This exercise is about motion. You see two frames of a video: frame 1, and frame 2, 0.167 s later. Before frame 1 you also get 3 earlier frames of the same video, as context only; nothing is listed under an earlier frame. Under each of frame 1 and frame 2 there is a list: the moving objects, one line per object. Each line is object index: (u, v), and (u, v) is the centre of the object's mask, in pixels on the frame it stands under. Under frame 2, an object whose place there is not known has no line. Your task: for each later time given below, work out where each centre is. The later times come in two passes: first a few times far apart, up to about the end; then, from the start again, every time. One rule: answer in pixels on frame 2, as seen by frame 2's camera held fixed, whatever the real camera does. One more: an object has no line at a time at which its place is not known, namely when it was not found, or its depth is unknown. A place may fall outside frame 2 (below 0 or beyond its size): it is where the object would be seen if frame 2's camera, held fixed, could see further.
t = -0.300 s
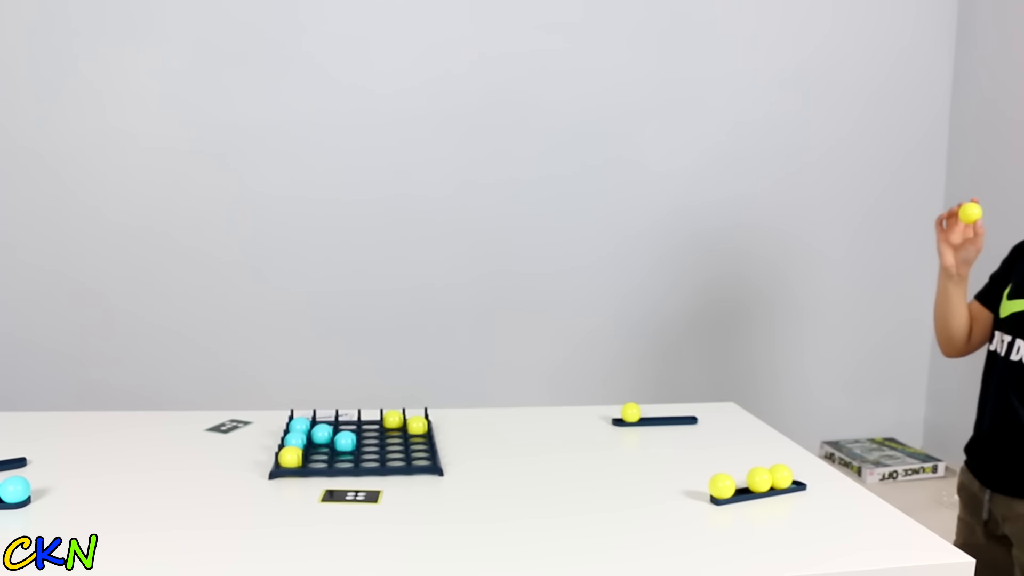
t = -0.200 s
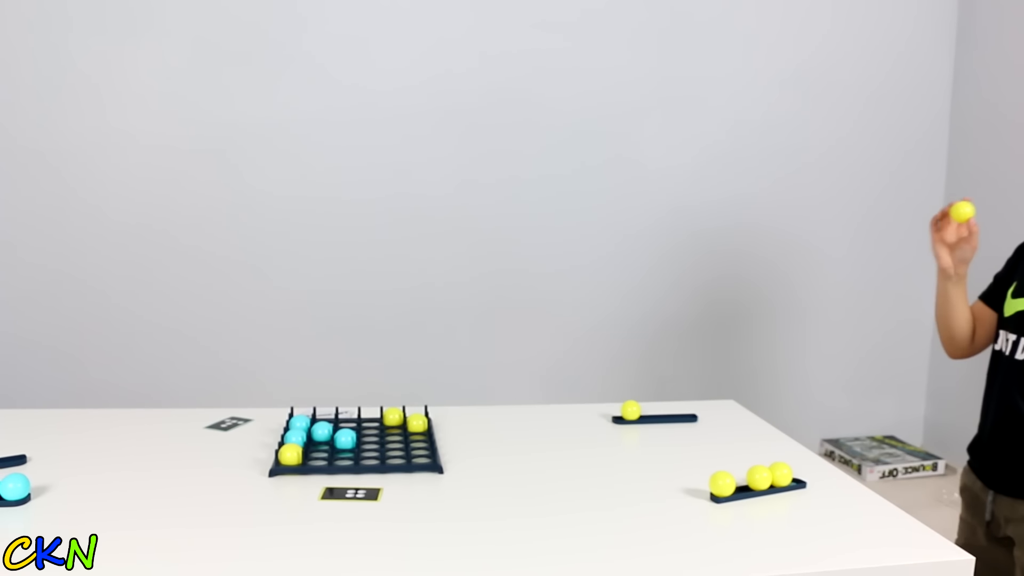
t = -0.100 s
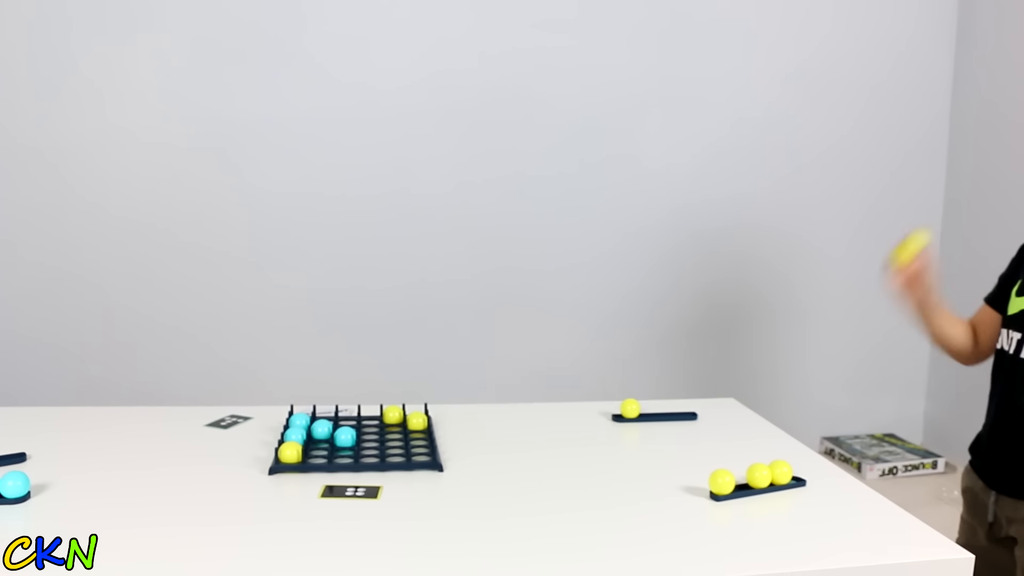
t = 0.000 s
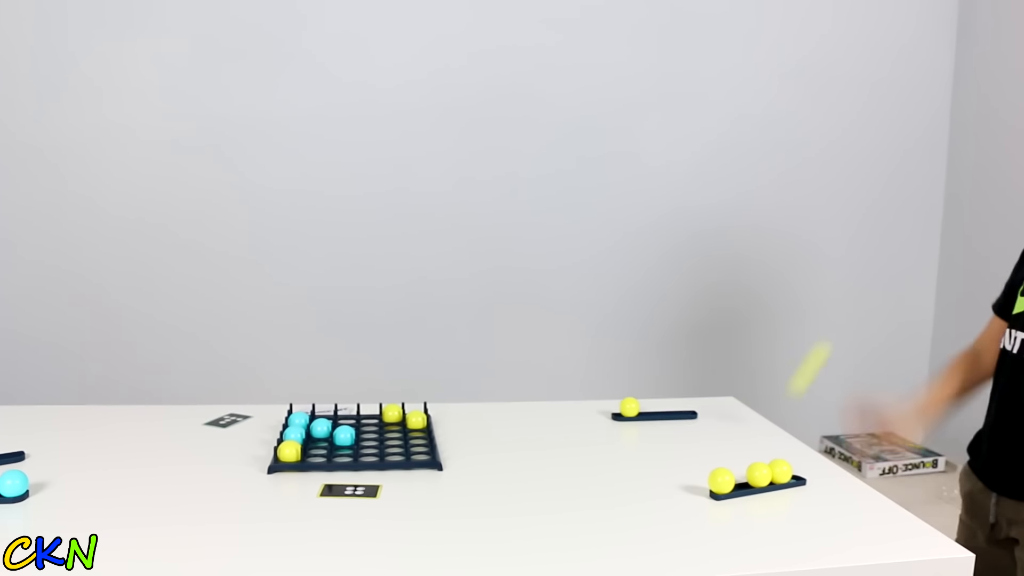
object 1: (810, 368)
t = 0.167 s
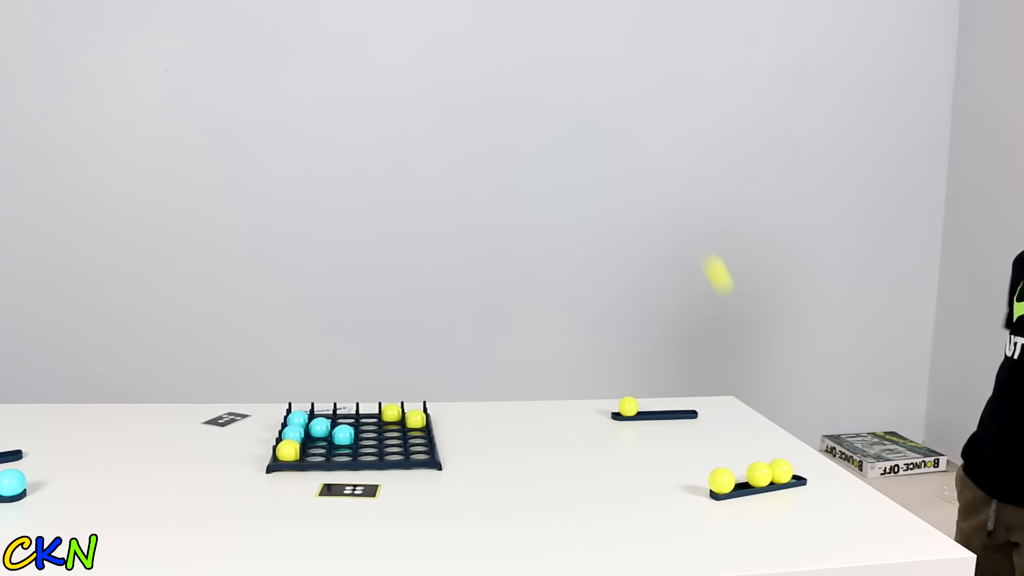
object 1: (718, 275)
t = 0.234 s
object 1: (687, 228)
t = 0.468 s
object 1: (566, 268)
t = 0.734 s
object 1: (440, 306)
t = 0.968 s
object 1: (338, 353)
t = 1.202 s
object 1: (323, 412)
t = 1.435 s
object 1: (323, 412)
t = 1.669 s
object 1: (323, 412)
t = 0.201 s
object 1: (703, 249)
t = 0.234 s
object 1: (687, 228)
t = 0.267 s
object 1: (671, 213)
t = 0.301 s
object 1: (654, 206)
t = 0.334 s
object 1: (637, 205)
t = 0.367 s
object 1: (619, 210)
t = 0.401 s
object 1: (602, 222)
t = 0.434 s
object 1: (584, 241)
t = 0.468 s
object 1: (566, 268)
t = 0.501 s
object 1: (549, 300)
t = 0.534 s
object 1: (531, 338)
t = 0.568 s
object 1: (515, 382)
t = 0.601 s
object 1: (497, 410)
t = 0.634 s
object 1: (484, 380)
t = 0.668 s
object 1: (470, 349)
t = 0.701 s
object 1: (455, 324)
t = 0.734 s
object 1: (440, 306)
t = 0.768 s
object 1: (426, 294)
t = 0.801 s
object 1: (411, 287)
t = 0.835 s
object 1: (397, 287)
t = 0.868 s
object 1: (382, 294)
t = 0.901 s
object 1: (367, 307)
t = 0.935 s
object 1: (353, 326)
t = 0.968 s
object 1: (338, 353)
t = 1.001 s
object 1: (325, 384)
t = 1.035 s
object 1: (322, 410)
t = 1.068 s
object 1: (326, 408)
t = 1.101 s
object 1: (324, 410)
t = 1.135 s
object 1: (323, 412)
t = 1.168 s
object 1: (323, 412)
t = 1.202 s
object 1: (323, 412)
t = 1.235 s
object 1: (323, 412)
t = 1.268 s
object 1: (323, 412)
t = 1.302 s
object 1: (323, 412)
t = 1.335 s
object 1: (323, 412)
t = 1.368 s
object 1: (323, 412)
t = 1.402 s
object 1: (323, 412)
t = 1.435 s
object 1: (323, 412)
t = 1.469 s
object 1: (323, 412)
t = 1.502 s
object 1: (323, 412)
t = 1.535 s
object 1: (323, 412)
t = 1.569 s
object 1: (323, 412)
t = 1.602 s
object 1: (323, 412)
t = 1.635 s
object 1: (323, 412)
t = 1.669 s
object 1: (323, 412)
